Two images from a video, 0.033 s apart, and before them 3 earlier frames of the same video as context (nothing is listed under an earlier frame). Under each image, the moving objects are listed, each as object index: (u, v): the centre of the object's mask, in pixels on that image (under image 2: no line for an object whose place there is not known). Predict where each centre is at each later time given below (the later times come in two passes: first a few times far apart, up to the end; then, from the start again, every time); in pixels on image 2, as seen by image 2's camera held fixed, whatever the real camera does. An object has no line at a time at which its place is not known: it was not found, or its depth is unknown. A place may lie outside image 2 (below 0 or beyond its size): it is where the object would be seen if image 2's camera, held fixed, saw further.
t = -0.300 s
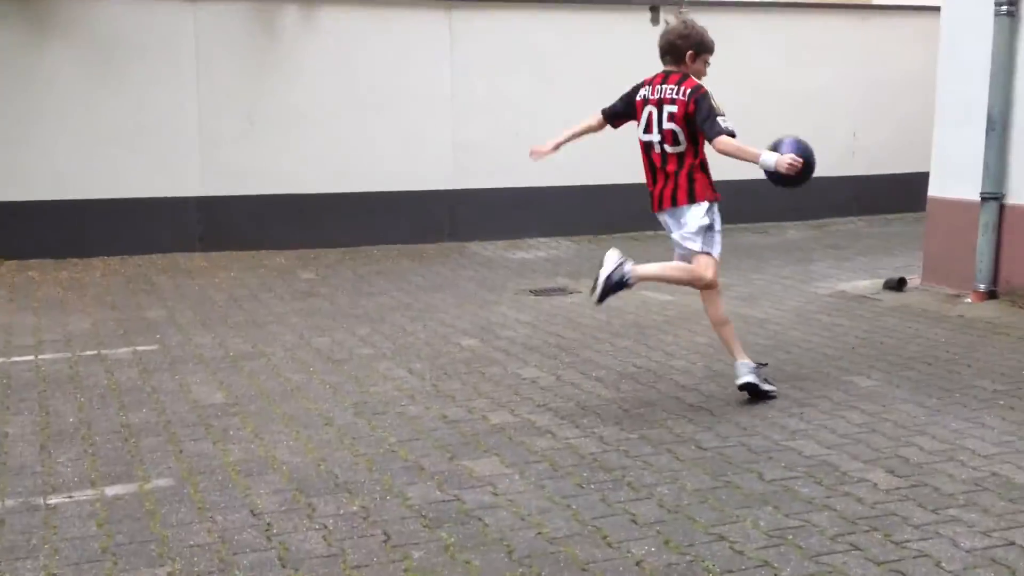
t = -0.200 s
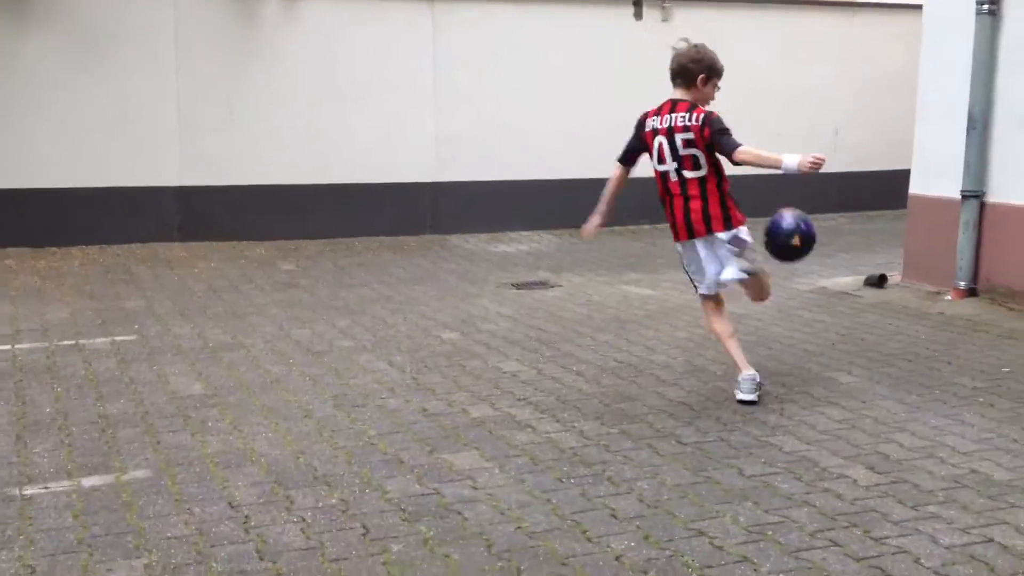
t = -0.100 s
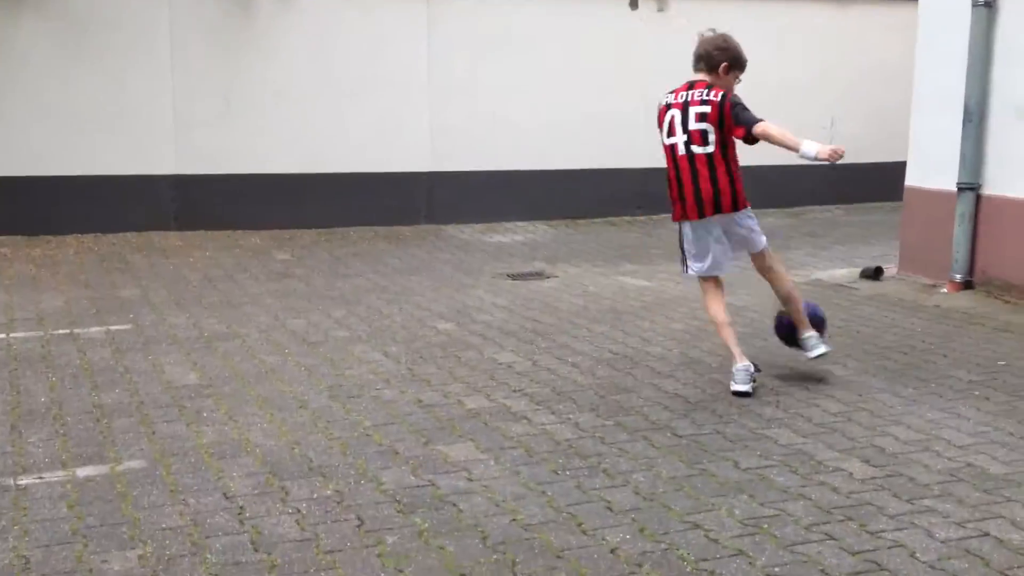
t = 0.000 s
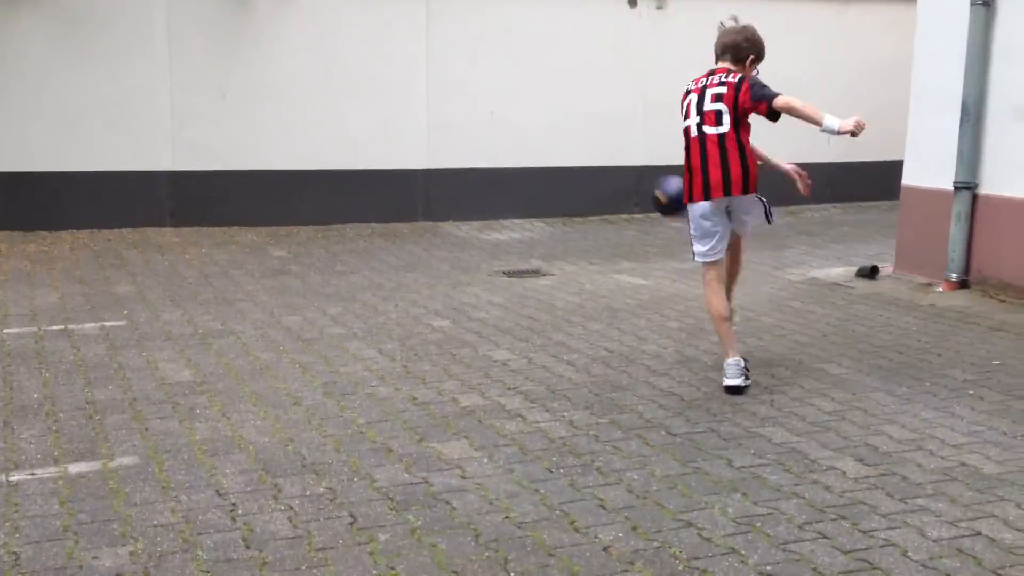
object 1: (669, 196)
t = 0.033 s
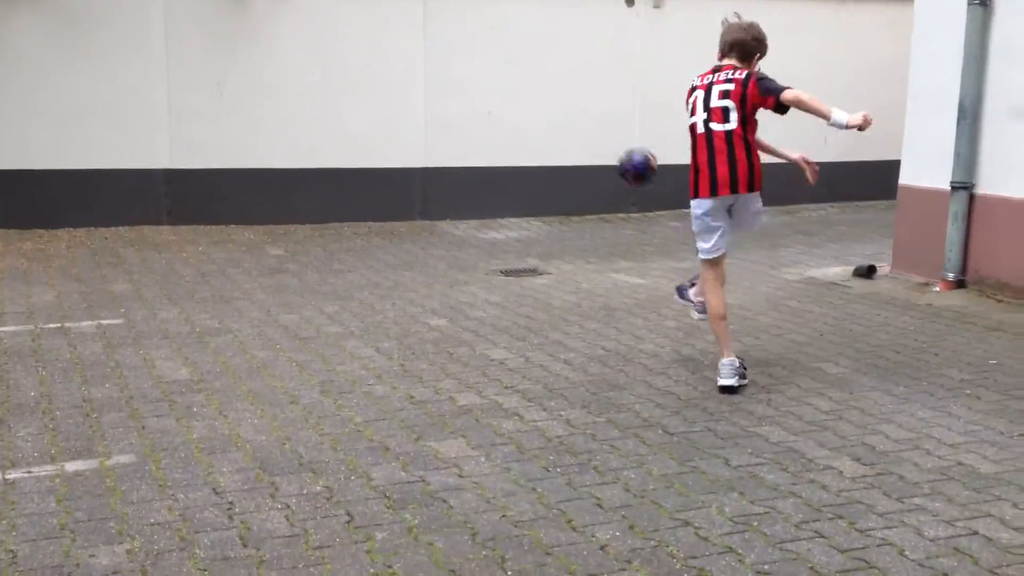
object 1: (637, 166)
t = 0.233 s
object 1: (500, 75)
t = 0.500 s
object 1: (527, 65)
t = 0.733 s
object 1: (664, 144)
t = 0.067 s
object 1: (607, 141)
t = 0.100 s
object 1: (581, 122)
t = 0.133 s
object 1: (557, 105)
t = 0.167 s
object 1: (536, 92)
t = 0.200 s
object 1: (517, 82)
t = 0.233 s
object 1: (500, 75)
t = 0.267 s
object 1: (484, 69)
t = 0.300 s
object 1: (469, 66)
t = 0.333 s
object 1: (456, 65)
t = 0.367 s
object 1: (466, 62)
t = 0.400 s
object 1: (481, 61)
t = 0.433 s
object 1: (496, 60)
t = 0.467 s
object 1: (511, 62)
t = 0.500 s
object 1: (527, 65)
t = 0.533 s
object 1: (545, 69)
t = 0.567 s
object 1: (562, 76)
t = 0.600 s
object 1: (581, 85)
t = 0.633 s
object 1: (600, 96)
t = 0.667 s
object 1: (620, 109)
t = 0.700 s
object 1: (641, 125)
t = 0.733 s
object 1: (664, 144)
